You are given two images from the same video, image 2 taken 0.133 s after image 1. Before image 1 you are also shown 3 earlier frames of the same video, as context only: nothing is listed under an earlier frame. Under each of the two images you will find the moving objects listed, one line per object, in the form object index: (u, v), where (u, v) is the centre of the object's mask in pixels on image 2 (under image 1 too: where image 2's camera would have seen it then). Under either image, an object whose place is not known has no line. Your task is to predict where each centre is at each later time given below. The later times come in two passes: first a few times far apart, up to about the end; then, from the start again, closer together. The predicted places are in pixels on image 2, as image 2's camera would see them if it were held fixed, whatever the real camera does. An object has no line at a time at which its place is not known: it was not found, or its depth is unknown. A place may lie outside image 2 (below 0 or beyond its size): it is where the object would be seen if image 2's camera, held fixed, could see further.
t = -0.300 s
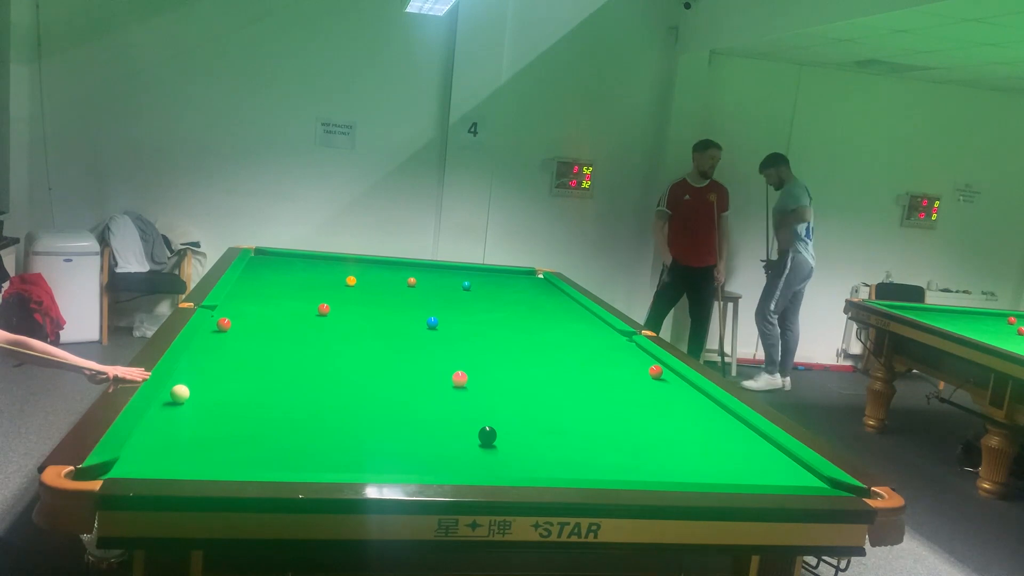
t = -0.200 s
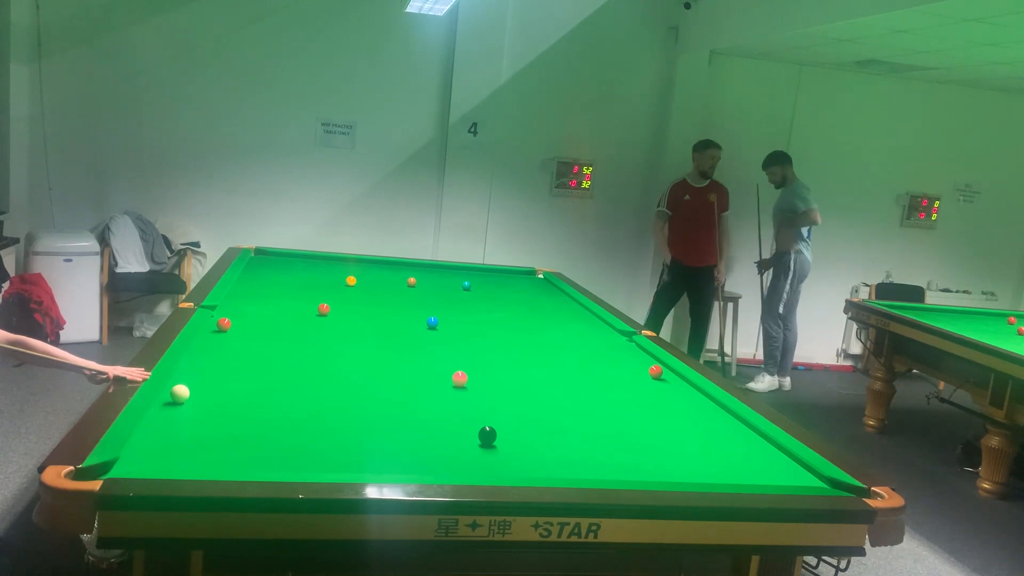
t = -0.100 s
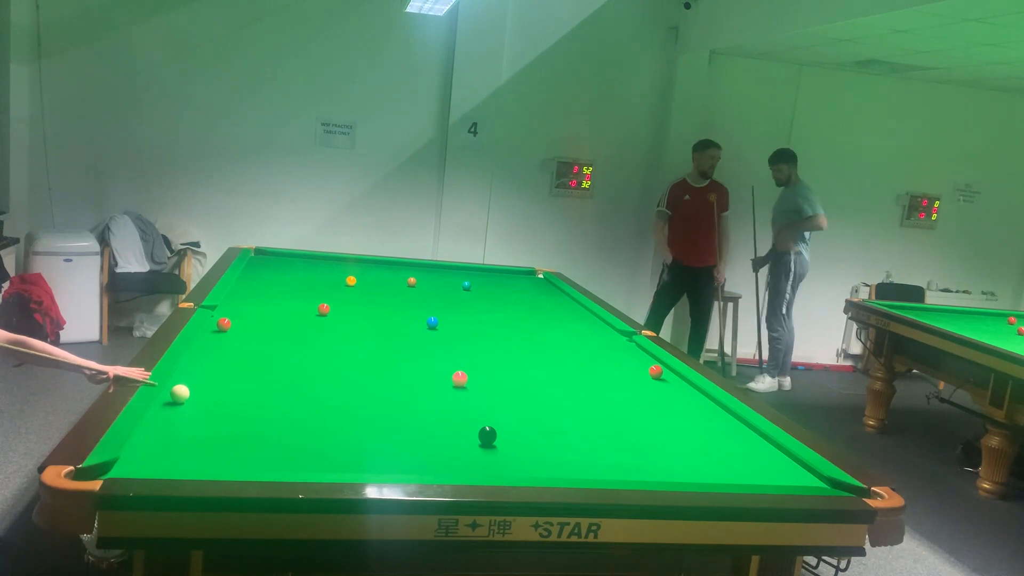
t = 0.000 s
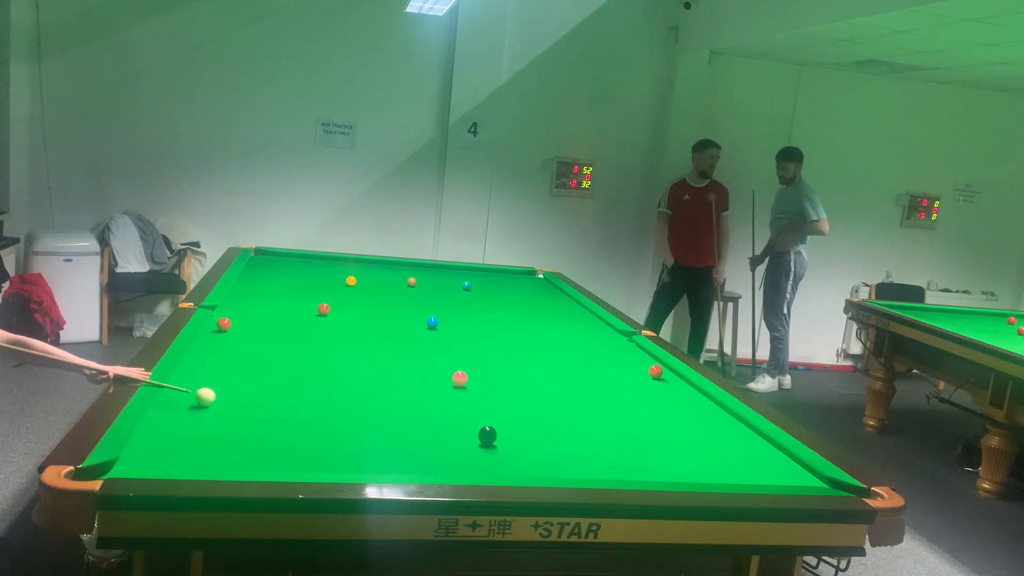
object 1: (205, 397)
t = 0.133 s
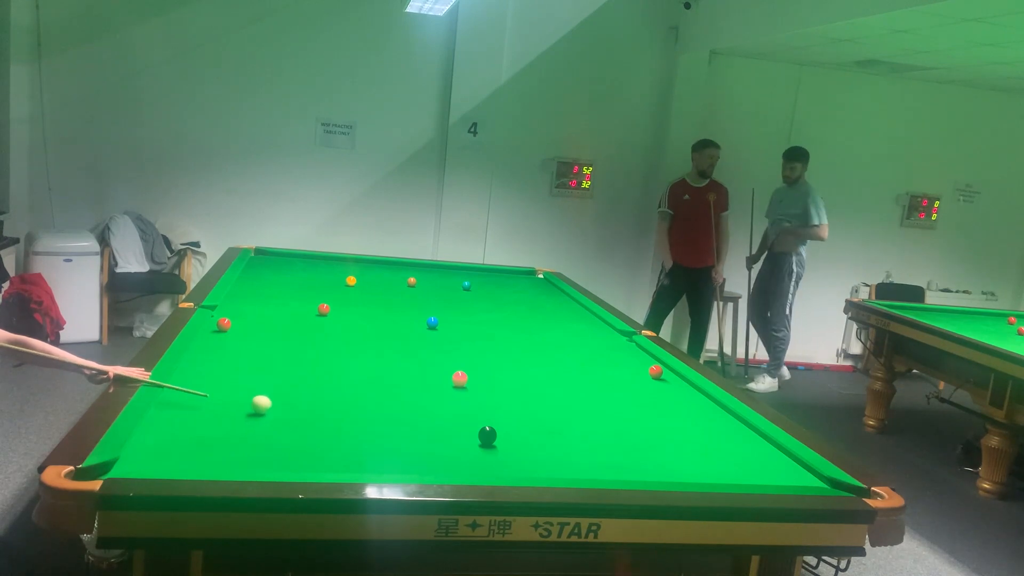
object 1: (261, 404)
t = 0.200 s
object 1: (289, 409)
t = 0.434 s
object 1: (387, 421)
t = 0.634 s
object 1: (469, 433)
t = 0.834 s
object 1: (484, 434)
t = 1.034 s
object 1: (504, 436)
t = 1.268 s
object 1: (526, 439)
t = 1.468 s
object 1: (544, 441)
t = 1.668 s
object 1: (560, 442)
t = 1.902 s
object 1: (578, 444)
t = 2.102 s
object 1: (591, 446)
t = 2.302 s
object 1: (604, 447)
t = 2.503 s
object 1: (615, 448)
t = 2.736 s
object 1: (626, 449)
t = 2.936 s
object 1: (635, 450)
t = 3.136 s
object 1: (643, 451)
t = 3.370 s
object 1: (650, 451)
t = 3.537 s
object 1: (654, 450)
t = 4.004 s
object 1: (662, 454)
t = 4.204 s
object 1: (663, 454)
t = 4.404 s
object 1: (663, 454)
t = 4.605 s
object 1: (663, 454)
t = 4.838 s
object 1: (663, 454)
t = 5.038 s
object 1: (663, 454)
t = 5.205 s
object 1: (663, 454)
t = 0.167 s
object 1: (275, 406)
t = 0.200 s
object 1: (289, 409)
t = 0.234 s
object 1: (303, 410)
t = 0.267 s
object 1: (317, 412)
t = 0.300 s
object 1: (331, 414)
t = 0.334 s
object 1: (345, 416)
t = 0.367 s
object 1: (359, 417)
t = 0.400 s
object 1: (373, 420)
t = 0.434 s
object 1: (387, 421)
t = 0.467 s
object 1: (401, 423)
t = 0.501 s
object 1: (415, 425)
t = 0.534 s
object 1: (429, 427)
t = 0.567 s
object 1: (442, 429)
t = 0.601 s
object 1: (456, 431)
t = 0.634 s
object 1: (469, 433)
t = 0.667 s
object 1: (469, 433)
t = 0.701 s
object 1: (471, 433)
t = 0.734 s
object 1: (474, 433)
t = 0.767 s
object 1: (477, 433)
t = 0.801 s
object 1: (481, 434)
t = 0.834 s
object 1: (484, 434)
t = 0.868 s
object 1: (487, 434)
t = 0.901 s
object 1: (491, 435)
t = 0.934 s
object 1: (494, 435)
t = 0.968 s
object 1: (498, 436)
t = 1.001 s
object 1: (501, 436)
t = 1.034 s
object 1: (504, 436)
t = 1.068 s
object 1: (507, 437)
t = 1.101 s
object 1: (511, 437)
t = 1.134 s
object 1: (514, 438)
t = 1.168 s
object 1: (517, 438)
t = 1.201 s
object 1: (520, 438)
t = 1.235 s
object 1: (523, 438)
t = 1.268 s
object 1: (526, 439)
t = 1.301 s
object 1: (529, 439)
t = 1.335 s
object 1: (532, 439)
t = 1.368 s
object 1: (535, 440)
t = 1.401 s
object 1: (538, 440)
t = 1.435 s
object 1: (541, 440)
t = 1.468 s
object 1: (544, 441)
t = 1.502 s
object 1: (547, 441)
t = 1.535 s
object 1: (549, 441)
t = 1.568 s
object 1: (552, 441)
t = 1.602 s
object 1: (555, 442)
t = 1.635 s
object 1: (557, 442)
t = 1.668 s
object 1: (560, 442)
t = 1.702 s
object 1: (563, 443)
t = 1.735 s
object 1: (565, 443)
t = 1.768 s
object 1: (568, 443)
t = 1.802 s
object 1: (570, 443)
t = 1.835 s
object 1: (573, 444)
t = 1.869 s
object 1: (575, 444)
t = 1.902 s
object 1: (578, 444)
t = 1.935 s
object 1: (580, 445)
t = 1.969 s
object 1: (582, 445)
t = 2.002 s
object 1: (585, 445)
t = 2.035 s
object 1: (587, 445)
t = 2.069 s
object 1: (589, 446)
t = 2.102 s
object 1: (591, 446)
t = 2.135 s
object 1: (593, 446)
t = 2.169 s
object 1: (595, 446)
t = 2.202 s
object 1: (598, 447)
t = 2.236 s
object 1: (600, 447)
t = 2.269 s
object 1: (602, 447)
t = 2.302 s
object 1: (604, 447)
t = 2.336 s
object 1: (605, 447)
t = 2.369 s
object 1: (608, 448)
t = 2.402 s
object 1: (609, 448)
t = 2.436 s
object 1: (611, 447)
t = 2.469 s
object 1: (613, 448)
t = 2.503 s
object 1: (615, 448)
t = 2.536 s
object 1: (617, 448)
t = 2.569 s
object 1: (619, 448)
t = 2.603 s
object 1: (620, 449)
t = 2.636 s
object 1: (622, 449)
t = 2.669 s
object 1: (623, 449)
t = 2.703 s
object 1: (625, 449)
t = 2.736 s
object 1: (626, 449)
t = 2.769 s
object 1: (628, 449)
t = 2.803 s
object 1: (630, 449)
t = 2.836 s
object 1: (631, 450)
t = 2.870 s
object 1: (632, 450)
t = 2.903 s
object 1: (634, 450)
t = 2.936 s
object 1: (635, 450)
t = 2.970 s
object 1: (637, 450)
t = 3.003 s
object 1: (638, 451)
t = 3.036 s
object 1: (639, 451)
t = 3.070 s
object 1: (640, 451)
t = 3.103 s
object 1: (642, 451)
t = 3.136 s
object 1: (643, 451)
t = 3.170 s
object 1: (644, 451)
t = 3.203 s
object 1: (645, 451)
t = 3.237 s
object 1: (646, 451)
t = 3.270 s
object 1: (647, 452)
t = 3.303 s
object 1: (648, 452)
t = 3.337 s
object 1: (649, 452)
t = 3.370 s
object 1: (650, 451)
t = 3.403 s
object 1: (651, 452)
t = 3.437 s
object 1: (652, 452)
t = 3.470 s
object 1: (653, 452)
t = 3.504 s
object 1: (654, 452)
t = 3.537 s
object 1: (654, 450)
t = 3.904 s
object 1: (661, 453)
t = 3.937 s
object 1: (661, 453)
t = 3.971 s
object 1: (662, 454)
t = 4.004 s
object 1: (662, 454)
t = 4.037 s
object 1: (662, 454)
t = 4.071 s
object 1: (663, 454)
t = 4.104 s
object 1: (663, 454)
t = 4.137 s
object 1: (663, 454)
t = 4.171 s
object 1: (663, 454)
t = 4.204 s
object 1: (663, 454)
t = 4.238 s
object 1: (663, 454)
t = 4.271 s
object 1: (663, 454)
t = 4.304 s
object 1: (663, 454)
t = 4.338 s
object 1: (663, 454)
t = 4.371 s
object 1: (663, 454)
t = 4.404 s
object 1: (663, 454)
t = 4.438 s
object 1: (663, 454)
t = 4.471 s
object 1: (663, 454)
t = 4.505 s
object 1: (663, 454)
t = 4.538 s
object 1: (663, 454)
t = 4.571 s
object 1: (663, 454)
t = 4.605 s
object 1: (663, 454)
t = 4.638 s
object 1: (663, 453)
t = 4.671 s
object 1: (663, 454)
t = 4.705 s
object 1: (663, 454)
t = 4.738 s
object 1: (663, 454)
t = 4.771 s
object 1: (663, 454)
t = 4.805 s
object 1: (663, 454)
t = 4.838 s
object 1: (663, 454)
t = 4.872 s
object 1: (663, 454)
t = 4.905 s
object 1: (663, 454)
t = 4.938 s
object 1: (663, 454)
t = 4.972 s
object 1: (663, 454)
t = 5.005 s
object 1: (663, 454)
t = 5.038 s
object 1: (663, 454)
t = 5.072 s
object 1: (663, 454)
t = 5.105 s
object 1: (663, 454)
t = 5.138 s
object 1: (663, 454)
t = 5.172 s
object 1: (663, 454)
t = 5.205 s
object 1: (663, 454)
